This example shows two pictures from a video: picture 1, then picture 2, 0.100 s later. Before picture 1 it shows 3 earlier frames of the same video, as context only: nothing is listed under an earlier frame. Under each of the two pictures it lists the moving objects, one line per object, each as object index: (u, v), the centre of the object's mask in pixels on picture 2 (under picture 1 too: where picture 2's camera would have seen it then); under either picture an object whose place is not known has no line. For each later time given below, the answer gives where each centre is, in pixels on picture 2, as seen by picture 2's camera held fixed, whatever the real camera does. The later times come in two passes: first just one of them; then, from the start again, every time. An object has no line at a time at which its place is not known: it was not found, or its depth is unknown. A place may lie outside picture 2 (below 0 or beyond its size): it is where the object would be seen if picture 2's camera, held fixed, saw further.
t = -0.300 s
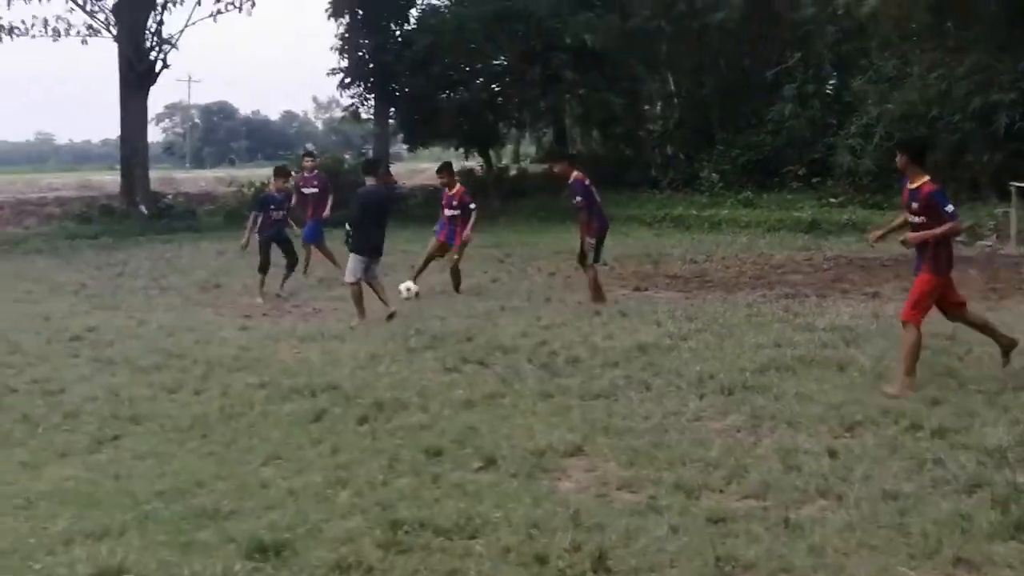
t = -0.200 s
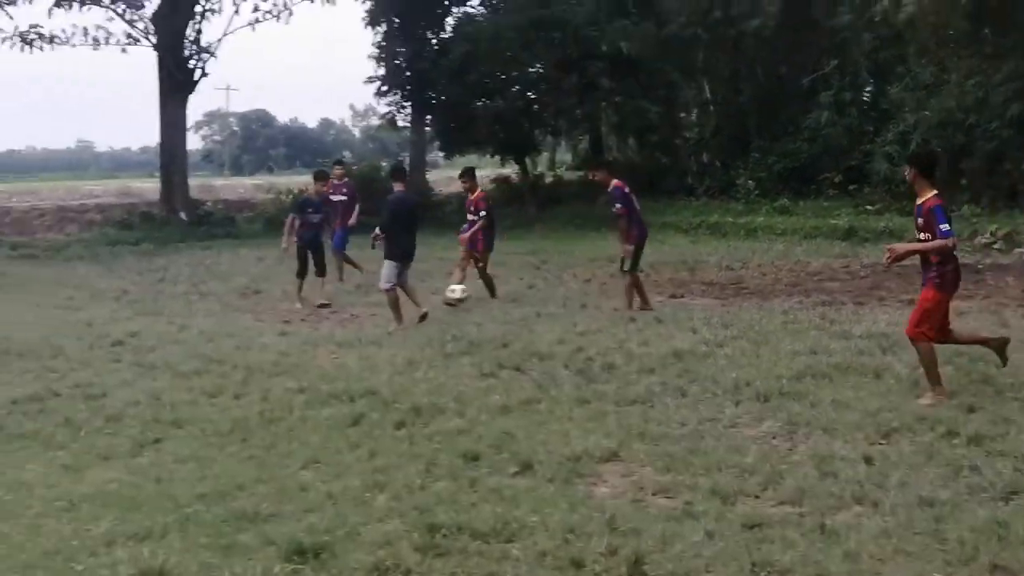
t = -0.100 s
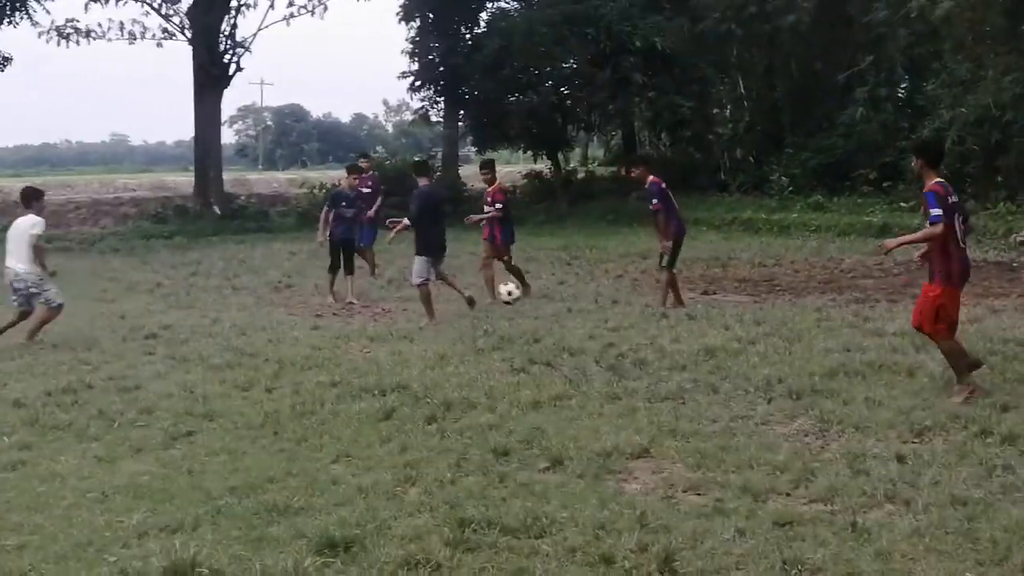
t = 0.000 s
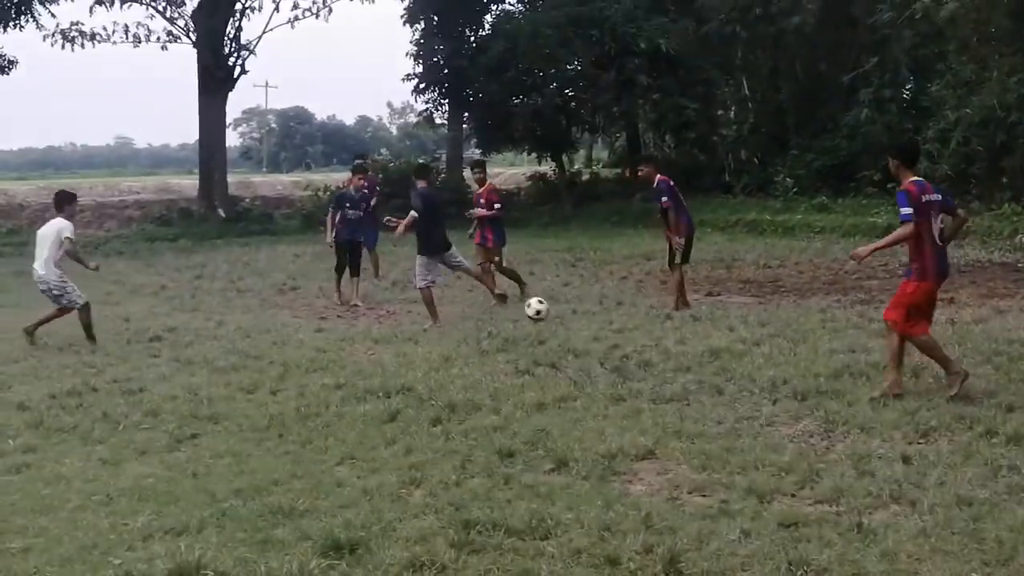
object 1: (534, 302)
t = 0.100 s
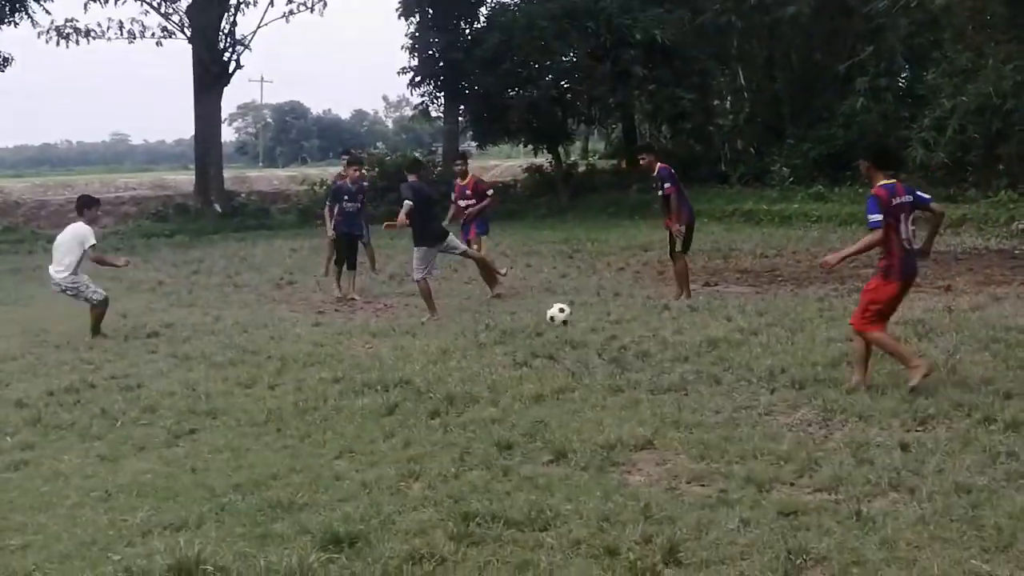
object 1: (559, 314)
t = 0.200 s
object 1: (583, 319)
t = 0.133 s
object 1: (567, 315)
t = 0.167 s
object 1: (574, 317)
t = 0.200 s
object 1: (583, 319)
